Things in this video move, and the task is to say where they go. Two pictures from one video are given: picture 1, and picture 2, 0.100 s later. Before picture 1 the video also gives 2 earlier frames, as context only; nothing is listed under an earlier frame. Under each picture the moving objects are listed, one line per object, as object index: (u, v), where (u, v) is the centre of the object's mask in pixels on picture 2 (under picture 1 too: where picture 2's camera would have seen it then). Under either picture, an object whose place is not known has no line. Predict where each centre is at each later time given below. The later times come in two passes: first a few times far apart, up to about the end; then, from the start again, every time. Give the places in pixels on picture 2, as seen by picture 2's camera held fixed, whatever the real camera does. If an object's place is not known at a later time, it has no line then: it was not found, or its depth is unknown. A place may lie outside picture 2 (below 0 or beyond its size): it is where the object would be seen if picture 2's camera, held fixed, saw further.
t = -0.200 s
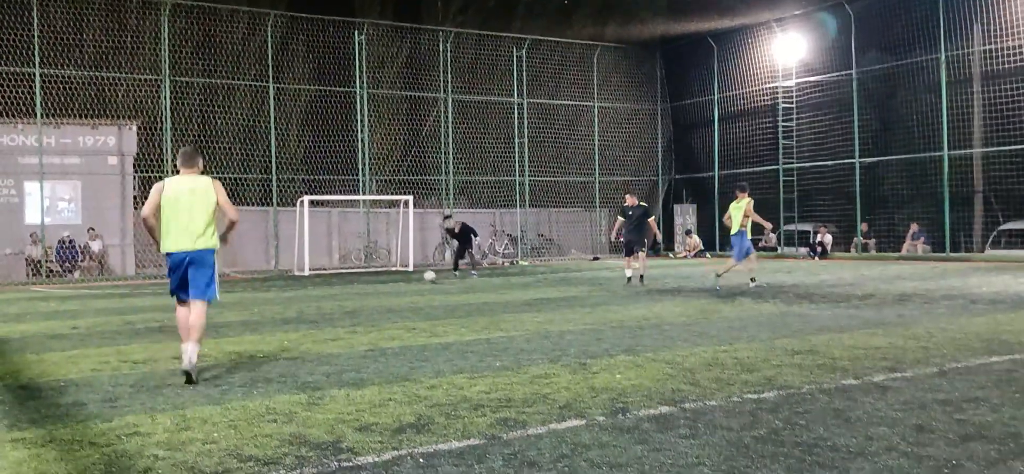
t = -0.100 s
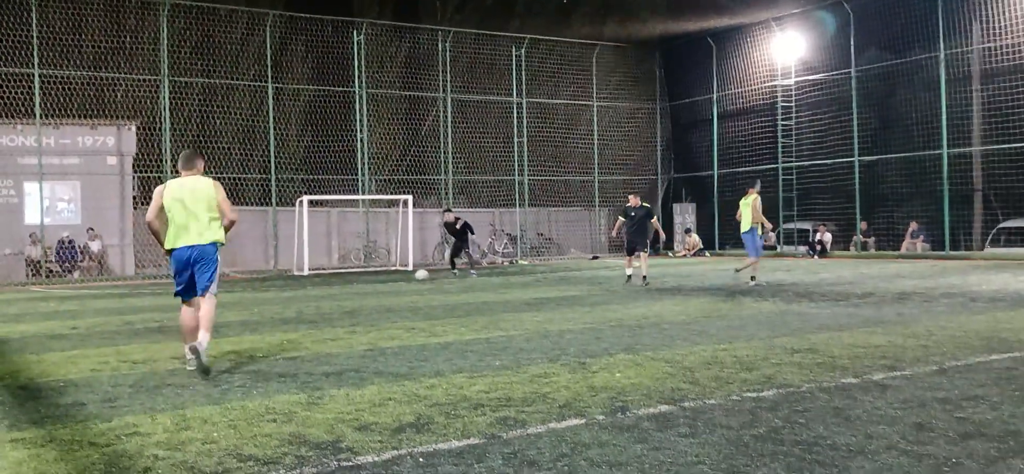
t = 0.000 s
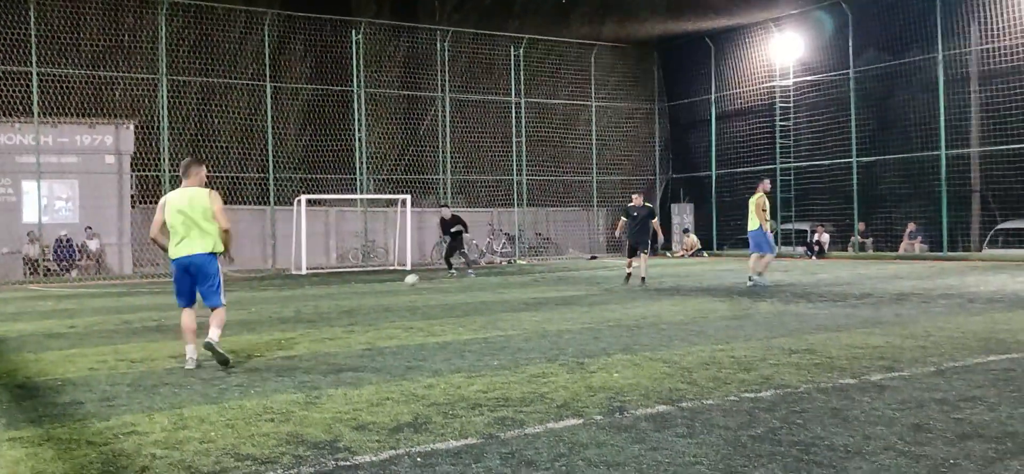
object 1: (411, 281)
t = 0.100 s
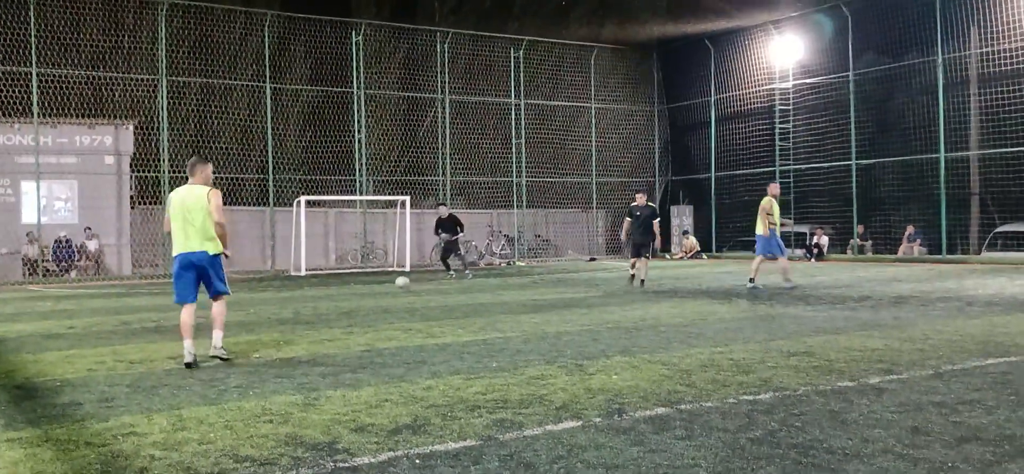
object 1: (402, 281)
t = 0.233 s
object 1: (390, 281)
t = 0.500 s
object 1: (364, 292)
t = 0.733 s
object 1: (335, 304)
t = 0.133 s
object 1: (399, 281)
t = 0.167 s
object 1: (397, 280)
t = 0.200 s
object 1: (394, 280)
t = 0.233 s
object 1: (390, 281)
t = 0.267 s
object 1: (388, 282)
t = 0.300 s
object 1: (385, 284)
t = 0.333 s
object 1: (382, 288)
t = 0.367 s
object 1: (379, 291)
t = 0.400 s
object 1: (375, 293)
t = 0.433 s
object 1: (372, 293)
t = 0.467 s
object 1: (368, 292)
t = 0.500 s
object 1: (364, 292)
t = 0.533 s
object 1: (360, 294)
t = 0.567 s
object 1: (357, 296)
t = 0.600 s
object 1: (353, 299)
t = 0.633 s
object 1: (349, 301)
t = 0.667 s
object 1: (345, 301)
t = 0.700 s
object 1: (340, 303)
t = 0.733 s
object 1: (335, 304)
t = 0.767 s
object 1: (330, 306)
